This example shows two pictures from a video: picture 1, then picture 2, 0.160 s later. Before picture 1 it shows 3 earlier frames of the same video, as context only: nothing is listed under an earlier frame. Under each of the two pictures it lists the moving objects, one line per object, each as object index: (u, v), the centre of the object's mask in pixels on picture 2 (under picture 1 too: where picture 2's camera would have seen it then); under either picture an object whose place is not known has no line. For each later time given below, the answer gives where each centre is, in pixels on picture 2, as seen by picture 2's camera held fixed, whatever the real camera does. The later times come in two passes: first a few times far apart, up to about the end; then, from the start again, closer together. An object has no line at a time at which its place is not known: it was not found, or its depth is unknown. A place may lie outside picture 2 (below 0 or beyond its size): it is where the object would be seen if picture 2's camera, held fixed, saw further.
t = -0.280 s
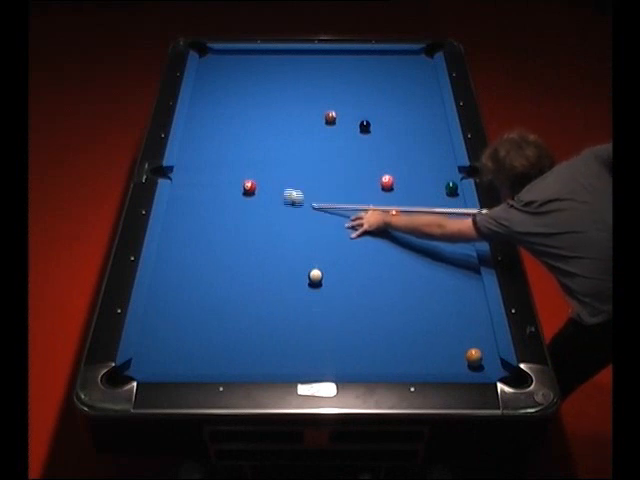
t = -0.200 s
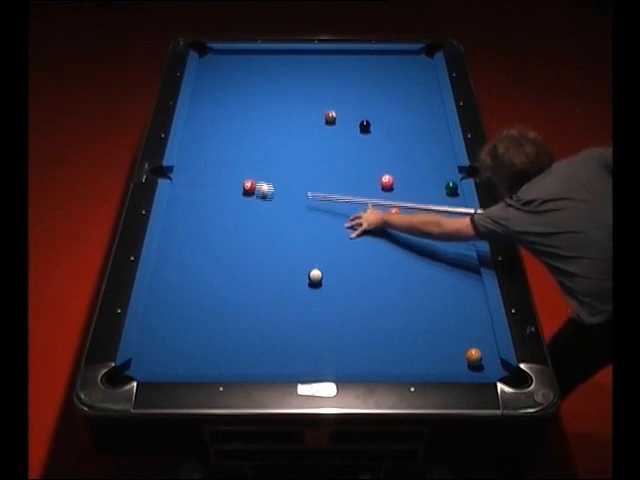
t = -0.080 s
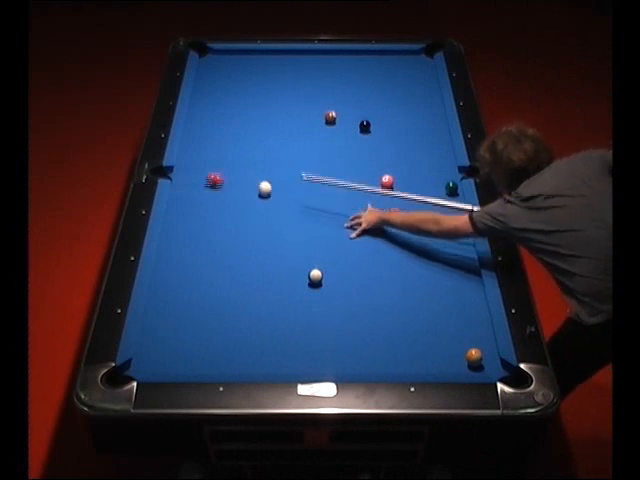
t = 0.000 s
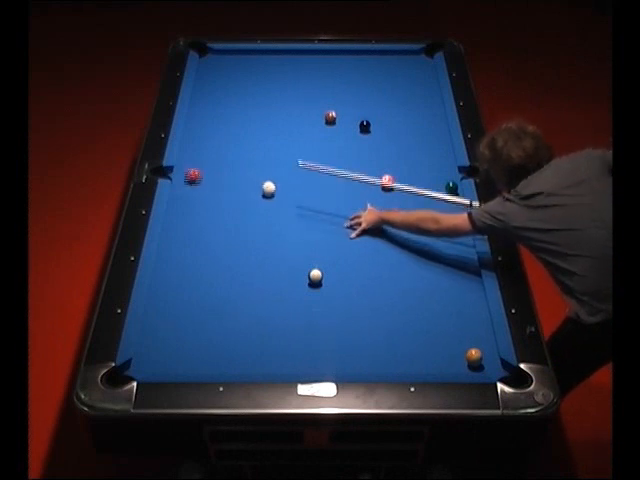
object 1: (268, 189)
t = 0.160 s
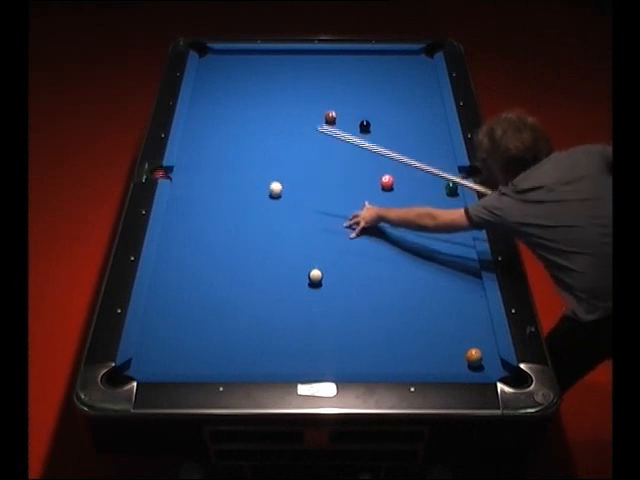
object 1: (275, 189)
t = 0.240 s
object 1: (279, 189)
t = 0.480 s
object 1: (288, 190)
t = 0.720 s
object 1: (297, 190)
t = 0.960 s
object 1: (304, 190)
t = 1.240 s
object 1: (311, 190)
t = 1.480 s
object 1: (316, 190)
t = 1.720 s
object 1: (320, 190)
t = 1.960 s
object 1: (323, 190)
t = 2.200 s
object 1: (325, 190)
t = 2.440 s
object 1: (326, 190)
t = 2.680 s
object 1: (326, 190)
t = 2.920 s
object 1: (325, 190)
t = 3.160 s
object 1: (325, 189)
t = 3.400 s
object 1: (325, 189)
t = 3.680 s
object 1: (325, 189)
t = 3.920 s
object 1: (325, 189)
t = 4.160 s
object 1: (325, 189)
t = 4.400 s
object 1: (325, 189)
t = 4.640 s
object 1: (325, 189)
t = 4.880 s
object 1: (325, 189)
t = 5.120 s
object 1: (325, 189)
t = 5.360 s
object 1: (325, 189)
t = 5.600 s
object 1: (325, 189)
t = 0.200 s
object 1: (277, 189)
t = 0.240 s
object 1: (279, 189)
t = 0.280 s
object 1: (280, 190)
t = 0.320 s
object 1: (282, 190)
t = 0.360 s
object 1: (284, 190)
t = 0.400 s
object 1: (285, 190)
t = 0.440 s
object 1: (287, 190)
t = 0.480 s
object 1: (288, 190)
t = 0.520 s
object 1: (290, 190)
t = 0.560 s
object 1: (291, 190)
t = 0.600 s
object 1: (293, 190)
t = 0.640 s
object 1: (294, 190)
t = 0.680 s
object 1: (295, 190)
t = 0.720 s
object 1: (297, 190)
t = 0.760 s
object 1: (298, 190)
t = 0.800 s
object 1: (299, 190)
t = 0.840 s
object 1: (300, 190)
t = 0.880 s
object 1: (302, 190)
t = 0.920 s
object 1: (303, 190)
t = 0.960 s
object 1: (304, 190)
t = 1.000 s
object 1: (305, 190)
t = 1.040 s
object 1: (306, 190)
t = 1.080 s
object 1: (307, 190)
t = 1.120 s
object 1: (308, 190)
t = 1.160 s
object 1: (309, 190)
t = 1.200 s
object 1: (310, 190)
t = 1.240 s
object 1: (311, 190)
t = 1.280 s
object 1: (312, 190)
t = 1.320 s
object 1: (313, 190)
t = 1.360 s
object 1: (314, 190)
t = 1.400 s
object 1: (314, 190)
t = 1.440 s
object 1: (315, 190)
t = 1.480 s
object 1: (316, 190)
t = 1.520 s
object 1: (317, 190)
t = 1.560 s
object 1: (317, 190)
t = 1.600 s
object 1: (318, 190)
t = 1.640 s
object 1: (319, 190)
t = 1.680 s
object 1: (319, 190)
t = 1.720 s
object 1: (320, 190)
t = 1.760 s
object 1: (320, 190)
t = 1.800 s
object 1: (321, 190)
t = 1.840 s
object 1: (321, 190)
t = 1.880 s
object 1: (322, 190)
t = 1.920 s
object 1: (322, 190)
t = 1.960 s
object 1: (323, 190)
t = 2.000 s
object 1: (323, 190)
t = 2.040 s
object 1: (324, 190)
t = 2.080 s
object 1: (324, 190)
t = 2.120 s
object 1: (324, 190)
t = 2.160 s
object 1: (325, 190)
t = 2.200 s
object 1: (325, 190)
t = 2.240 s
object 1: (325, 190)
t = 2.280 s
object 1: (325, 190)
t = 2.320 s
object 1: (326, 189)
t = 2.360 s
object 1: (326, 189)
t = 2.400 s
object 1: (326, 190)
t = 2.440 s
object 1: (326, 190)
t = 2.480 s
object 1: (326, 190)
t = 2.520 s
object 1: (326, 190)
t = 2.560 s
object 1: (326, 190)
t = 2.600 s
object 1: (326, 190)
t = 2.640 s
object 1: (326, 190)
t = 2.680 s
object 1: (326, 190)
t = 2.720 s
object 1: (325, 190)
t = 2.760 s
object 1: (325, 190)
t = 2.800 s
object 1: (325, 190)
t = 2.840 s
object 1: (325, 190)
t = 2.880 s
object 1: (325, 190)
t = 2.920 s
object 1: (325, 190)
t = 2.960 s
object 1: (325, 187)
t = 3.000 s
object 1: (325, 187)
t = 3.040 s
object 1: (325, 189)
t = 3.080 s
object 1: (325, 189)
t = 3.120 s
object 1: (325, 189)
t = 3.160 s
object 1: (325, 189)
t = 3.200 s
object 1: (325, 189)
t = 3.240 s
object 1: (325, 189)
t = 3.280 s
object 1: (325, 189)
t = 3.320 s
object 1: (325, 189)
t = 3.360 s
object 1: (325, 189)
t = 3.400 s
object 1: (325, 189)
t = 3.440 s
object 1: (325, 189)
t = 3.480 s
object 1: (325, 189)
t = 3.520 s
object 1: (325, 189)
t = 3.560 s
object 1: (325, 189)
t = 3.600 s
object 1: (325, 189)
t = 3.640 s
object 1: (325, 189)
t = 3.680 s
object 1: (325, 189)
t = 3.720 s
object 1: (325, 189)
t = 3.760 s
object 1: (325, 189)
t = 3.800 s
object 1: (325, 189)
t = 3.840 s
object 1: (325, 189)
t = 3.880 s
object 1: (325, 189)
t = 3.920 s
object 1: (325, 189)
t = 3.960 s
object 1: (325, 189)
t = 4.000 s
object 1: (325, 189)
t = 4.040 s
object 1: (325, 189)
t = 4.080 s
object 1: (325, 189)
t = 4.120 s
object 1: (325, 189)
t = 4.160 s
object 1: (325, 189)
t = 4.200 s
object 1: (325, 189)
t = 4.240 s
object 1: (325, 189)
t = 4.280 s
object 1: (325, 189)
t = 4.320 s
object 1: (325, 189)
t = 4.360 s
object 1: (325, 189)
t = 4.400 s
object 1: (325, 189)
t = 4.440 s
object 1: (325, 189)
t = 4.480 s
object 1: (325, 189)
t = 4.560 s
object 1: (325, 189)
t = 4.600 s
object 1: (325, 189)
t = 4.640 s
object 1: (325, 189)
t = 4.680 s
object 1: (325, 189)
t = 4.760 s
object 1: (325, 189)
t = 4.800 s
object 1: (325, 189)
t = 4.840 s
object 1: (325, 189)
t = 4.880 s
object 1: (325, 189)
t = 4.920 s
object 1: (325, 189)
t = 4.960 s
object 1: (325, 189)
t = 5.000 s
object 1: (325, 189)
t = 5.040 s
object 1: (325, 189)
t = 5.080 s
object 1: (325, 189)
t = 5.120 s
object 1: (325, 189)
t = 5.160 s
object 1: (325, 189)
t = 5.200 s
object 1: (325, 189)
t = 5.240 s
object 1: (325, 189)
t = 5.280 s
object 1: (325, 189)
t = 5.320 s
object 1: (325, 189)
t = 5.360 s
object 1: (325, 189)
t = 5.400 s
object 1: (325, 189)
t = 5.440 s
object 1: (325, 189)
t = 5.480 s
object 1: (325, 190)
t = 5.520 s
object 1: (325, 189)
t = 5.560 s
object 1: (325, 189)
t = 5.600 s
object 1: (325, 189)
